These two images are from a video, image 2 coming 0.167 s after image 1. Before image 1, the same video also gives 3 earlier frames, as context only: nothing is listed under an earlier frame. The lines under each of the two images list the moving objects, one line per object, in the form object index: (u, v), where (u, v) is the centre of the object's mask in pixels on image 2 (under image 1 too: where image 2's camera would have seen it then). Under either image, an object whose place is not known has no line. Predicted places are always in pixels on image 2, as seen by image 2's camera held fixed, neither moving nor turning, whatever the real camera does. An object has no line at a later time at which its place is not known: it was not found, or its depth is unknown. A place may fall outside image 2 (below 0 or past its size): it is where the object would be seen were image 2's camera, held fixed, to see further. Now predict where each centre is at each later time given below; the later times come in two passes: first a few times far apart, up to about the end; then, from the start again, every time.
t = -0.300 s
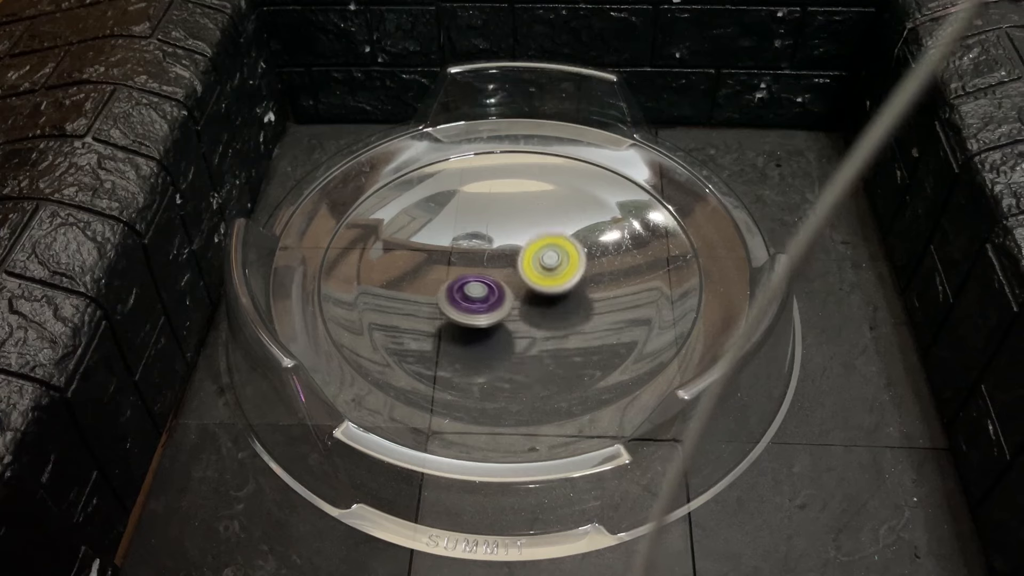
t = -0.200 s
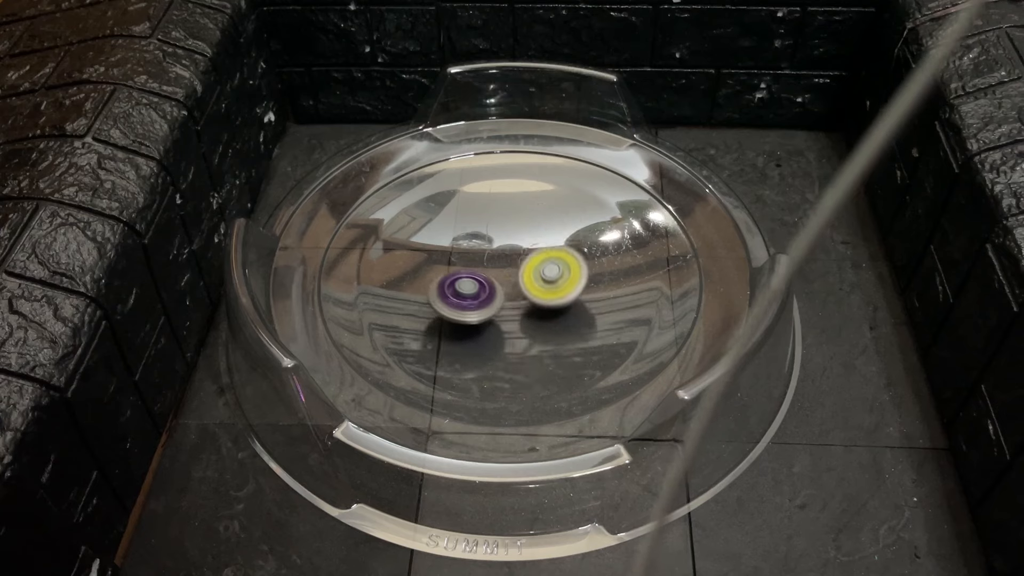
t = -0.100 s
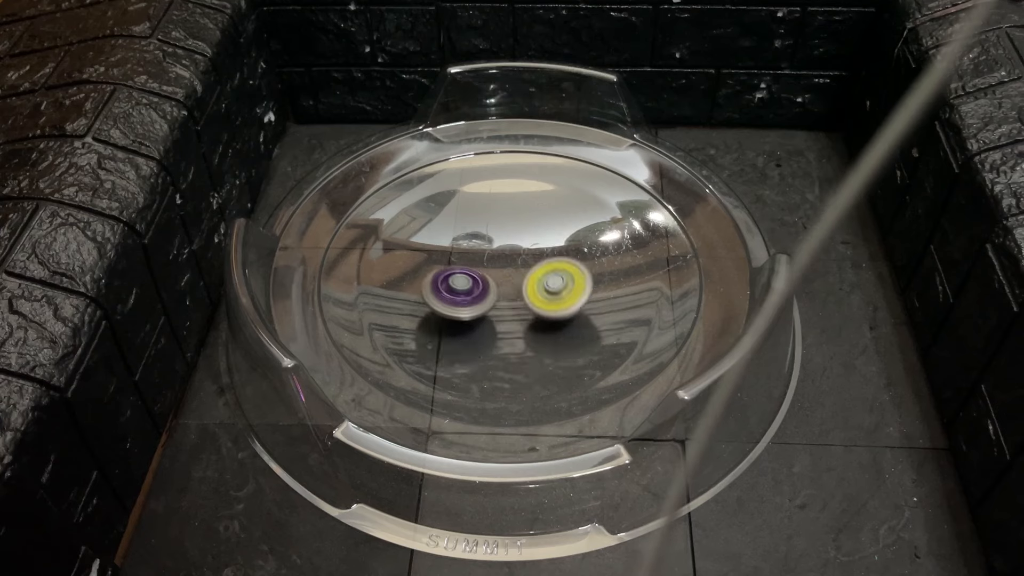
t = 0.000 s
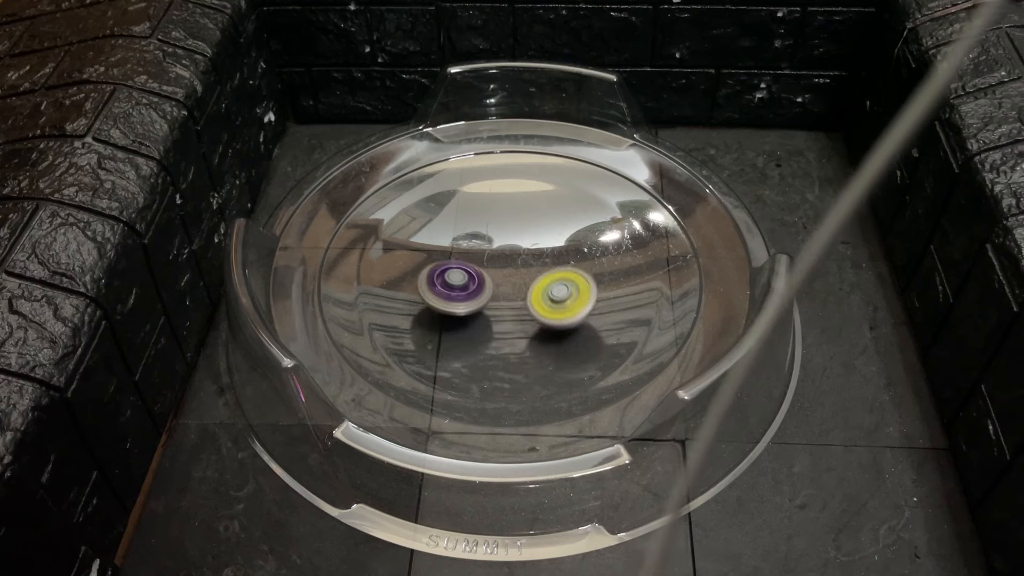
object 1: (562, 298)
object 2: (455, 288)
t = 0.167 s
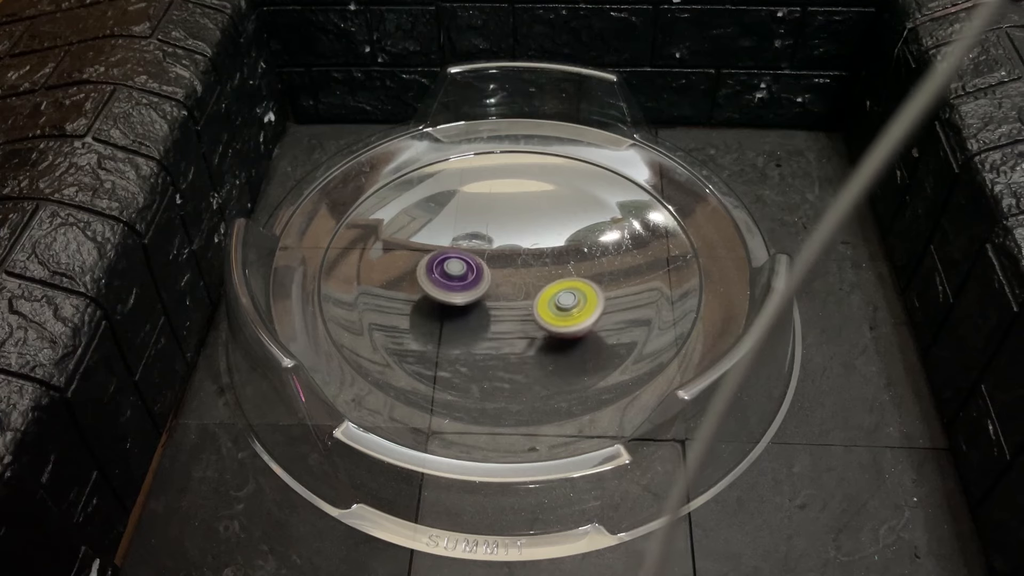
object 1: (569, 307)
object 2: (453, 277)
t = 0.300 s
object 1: (568, 308)
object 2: (456, 267)
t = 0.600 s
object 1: (531, 293)
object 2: (468, 247)
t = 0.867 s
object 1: (506, 366)
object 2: (461, 170)
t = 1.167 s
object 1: (577, 320)
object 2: (447, 181)
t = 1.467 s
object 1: (552, 272)
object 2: (439, 193)
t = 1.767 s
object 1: (588, 292)
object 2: (443, 221)
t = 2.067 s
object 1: (652, 293)
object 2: (447, 260)
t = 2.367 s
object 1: (546, 256)
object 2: (481, 293)
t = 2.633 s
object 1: (505, 208)
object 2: (482, 334)
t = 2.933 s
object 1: (452, 255)
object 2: (523, 326)
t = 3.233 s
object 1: (444, 265)
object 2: (581, 302)
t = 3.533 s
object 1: (429, 239)
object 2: (633, 255)
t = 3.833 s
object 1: (392, 225)
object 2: (663, 208)
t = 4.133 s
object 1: (574, 275)
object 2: (589, 215)
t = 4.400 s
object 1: (618, 287)
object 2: (499, 257)
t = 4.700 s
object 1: (506, 292)
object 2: (421, 300)
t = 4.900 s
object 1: (489, 291)
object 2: (386, 313)
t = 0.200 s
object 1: (569, 308)
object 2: (454, 275)
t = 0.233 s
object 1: (569, 308)
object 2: (454, 272)
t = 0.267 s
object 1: (569, 308)
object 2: (455, 270)
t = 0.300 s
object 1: (568, 308)
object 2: (456, 267)
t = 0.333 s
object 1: (568, 308)
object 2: (457, 265)
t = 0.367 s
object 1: (567, 307)
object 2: (458, 262)
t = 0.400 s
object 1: (565, 306)
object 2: (459, 260)
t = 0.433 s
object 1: (564, 305)
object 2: (461, 257)
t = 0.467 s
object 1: (561, 304)
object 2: (462, 255)
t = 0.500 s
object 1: (556, 302)
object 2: (463, 253)
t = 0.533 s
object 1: (549, 299)
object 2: (465, 251)
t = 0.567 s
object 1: (540, 296)
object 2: (466, 249)
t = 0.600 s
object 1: (531, 293)
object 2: (468, 247)
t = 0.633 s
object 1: (521, 291)
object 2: (470, 245)
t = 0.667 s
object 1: (512, 289)
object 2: (472, 242)
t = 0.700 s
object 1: (503, 292)
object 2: (474, 239)
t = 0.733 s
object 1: (500, 312)
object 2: (470, 217)
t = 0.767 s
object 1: (499, 332)
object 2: (469, 197)
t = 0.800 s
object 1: (499, 347)
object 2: (467, 184)
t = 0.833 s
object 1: (501, 358)
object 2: (465, 175)
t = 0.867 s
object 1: (506, 366)
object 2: (461, 170)
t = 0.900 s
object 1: (514, 372)
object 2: (457, 168)
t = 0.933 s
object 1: (523, 376)
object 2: (454, 167)
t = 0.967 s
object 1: (533, 377)
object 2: (452, 167)
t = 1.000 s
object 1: (545, 374)
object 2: (450, 167)
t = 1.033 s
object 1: (556, 368)
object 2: (448, 168)
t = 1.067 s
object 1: (566, 360)
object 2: (447, 170)
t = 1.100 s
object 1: (574, 348)
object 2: (446, 172)
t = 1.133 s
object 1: (578, 334)
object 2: (446, 176)
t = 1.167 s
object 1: (577, 320)
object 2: (447, 181)
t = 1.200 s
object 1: (572, 303)
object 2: (448, 187)
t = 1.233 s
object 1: (564, 288)
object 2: (450, 192)
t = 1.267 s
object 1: (553, 273)
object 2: (453, 199)
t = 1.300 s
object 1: (542, 262)
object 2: (459, 207)
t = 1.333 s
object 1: (527, 246)
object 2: (463, 213)
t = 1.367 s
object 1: (531, 249)
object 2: (454, 204)
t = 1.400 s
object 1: (540, 257)
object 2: (445, 197)
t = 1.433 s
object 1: (547, 266)
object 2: (441, 191)
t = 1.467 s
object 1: (552, 272)
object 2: (439, 193)
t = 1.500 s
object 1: (555, 276)
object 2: (439, 198)
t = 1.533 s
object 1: (556, 278)
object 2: (441, 205)
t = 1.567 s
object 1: (556, 279)
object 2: (445, 214)
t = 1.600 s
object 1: (554, 278)
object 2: (450, 222)
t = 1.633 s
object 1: (551, 276)
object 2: (458, 231)
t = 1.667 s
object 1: (546, 272)
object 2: (465, 238)
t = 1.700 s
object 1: (542, 269)
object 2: (473, 245)
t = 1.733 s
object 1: (565, 280)
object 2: (459, 234)
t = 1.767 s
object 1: (588, 292)
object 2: (443, 221)
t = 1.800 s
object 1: (607, 300)
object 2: (435, 217)
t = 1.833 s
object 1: (623, 305)
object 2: (431, 216)
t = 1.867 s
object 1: (635, 308)
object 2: (430, 221)
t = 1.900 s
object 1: (643, 308)
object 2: (430, 226)
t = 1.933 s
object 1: (649, 307)
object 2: (430, 232)
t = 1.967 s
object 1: (654, 305)
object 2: (433, 240)
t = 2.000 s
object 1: (657, 302)
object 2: (436, 246)
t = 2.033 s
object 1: (656, 298)
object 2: (441, 254)
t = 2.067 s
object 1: (652, 293)
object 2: (447, 260)
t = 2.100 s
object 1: (644, 288)
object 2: (453, 265)
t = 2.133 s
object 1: (632, 282)
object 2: (460, 270)
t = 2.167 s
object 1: (616, 277)
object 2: (468, 275)
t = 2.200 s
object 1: (599, 273)
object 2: (475, 279)
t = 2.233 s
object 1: (581, 271)
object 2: (485, 283)
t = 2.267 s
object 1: (565, 268)
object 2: (489, 286)
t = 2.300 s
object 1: (562, 264)
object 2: (483, 288)
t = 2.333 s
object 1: (556, 259)
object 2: (480, 291)
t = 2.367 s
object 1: (546, 256)
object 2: (481, 293)
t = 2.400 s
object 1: (536, 253)
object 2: (483, 296)
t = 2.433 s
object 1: (536, 244)
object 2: (474, 306)
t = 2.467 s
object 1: (537, 234)
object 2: (468, 313)
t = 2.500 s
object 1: (535, 227)
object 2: (466, 319)
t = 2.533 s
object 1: (530, 221)
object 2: (468, 323)
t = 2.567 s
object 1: (522, 215)
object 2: (472, 327)
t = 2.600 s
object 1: (514, 211)
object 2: (477, 331)
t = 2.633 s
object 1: (505, 208)
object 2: (482, 334)
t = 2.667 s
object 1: (495, 207)
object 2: (487, 336)
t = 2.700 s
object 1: (485, 208)
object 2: (492, 337)
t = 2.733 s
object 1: (475, 210)
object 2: (498, 338)
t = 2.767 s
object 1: (467, 214)
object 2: (503, 337)
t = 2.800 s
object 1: (459, 220)
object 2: (508, 336)
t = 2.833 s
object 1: (454, 228)
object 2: (513, 335)
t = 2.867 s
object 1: (451, 236)
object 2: (517, 333)
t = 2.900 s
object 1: (450, 246)
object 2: (520, 330)
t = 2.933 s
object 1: (452, 255)
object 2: (523, 326)
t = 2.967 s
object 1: (455, 264)
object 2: (526, 322)
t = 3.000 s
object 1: (459, 273)
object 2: (527, 318)
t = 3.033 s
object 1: (463, 279)
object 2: (529, 315)
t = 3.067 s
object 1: (454, 274)
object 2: (550, 319)
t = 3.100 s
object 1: (447, 268)
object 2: (561, 320)
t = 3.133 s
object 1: (443, 265)
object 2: (570, 318)
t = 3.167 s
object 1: (441, 264)
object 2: (576, 313)
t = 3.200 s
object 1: (442, 264)
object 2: (579, 308)
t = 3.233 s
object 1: (444, 265)
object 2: (581, 302)
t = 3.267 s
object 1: (447, 267)
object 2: (582, 296)
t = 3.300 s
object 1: (452, 268)
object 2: (582, 290)
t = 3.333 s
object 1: (460, 269)
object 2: (582, 284)
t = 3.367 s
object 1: (468, 269)
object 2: (580, 278)
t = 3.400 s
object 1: (476, 268)
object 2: (577, 273)
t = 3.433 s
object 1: (485, 267)
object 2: (574, 268)
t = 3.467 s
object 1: (493, 264)
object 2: (570, 263)
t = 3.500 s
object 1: (467, 255)
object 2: (601, 261)
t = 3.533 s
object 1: (429, 239)
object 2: (633, 255)
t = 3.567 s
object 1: (401, 226)
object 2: (654, 252)
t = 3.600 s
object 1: (378, 216)
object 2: (667, 246)
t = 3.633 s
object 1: (360, 208)
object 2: (671, 239)
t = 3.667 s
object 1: (350, 204)
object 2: (674, 231)
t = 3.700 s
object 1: (348, 204)
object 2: (674, 225)
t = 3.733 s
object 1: (353, 207)
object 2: (673, 219)
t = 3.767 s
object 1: (365, 213)
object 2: (671, 215)
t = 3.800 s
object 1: (377, 217)
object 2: (668, 211)
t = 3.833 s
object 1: (392, 225)
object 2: (663, 208)
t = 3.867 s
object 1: (411, 234)
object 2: (658, 206)
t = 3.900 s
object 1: (427, 240)
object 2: (652, 205)
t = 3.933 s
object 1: (451, 251)
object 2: (645, 204)
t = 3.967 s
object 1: (470, 257)
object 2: (638, 204)
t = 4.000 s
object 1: (490, 263)
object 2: (631, 205)
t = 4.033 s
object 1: (513, 270)
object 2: (622, 207)
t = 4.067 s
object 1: (533, 275)
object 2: (612, 209)
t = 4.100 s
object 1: (555, 277)
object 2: (600, 212)
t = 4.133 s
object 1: (574, 275)
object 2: (589, 215)
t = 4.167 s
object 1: (592, 278)
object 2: (578, 218)
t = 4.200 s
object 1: (605, 279)
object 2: (564, 224)
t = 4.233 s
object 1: (616, 280)
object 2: (553, 228)
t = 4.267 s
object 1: (624, 281)
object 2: (541, 233)
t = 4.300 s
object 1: (627, 282)
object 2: (529, 239)
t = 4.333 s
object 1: (627, 284)
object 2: (519, 245)
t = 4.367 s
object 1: (624, 284)
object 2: (509, 251)
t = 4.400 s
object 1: (618, 287)
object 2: (499, 257)
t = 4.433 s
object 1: (607, 287)
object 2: (489, 263)
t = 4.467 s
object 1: (596, 289)
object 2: (480, 270)
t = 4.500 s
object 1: (581, 289)
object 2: (473, 276)
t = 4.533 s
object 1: (565, 289)
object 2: (466, 281)
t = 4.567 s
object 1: (550, 292)
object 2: (459, 286)
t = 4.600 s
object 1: (530, 289)
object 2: (452, 291)
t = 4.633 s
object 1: (515, 291)
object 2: (447, 296)
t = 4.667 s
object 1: (510, 293)
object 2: (433, 296)
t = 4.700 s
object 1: (506, 292)
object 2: (421, 300)
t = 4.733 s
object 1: (502, 294)
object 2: (411, 303)
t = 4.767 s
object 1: (499, 298)
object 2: (403, 307)
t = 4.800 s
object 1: (497, 294)
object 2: (394, 310)
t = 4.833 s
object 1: (495, 295)
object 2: (389, 311)
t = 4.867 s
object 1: (493, 296)
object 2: (387, 313)
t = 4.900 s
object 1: (489, 291)
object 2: (386, 313)
